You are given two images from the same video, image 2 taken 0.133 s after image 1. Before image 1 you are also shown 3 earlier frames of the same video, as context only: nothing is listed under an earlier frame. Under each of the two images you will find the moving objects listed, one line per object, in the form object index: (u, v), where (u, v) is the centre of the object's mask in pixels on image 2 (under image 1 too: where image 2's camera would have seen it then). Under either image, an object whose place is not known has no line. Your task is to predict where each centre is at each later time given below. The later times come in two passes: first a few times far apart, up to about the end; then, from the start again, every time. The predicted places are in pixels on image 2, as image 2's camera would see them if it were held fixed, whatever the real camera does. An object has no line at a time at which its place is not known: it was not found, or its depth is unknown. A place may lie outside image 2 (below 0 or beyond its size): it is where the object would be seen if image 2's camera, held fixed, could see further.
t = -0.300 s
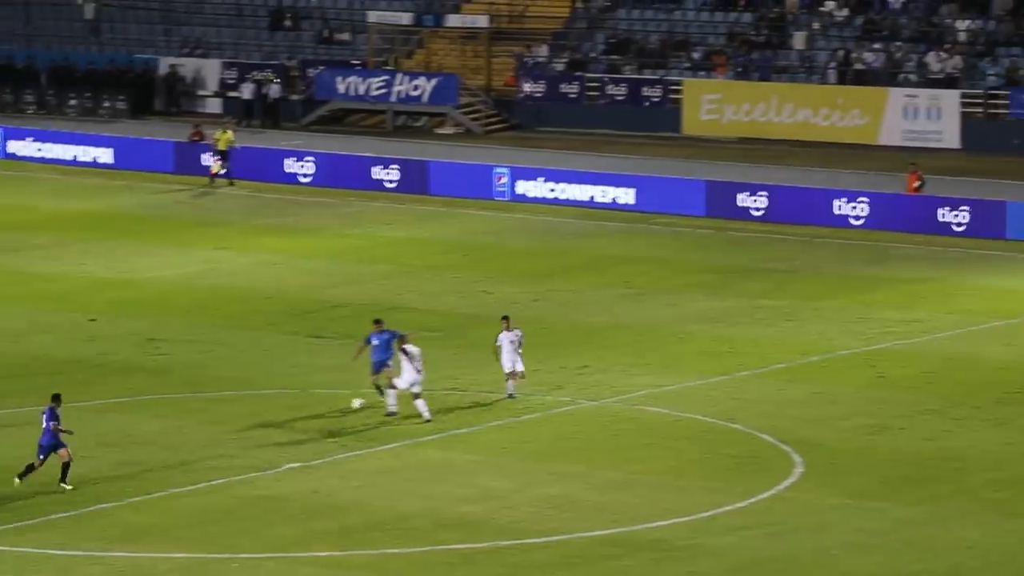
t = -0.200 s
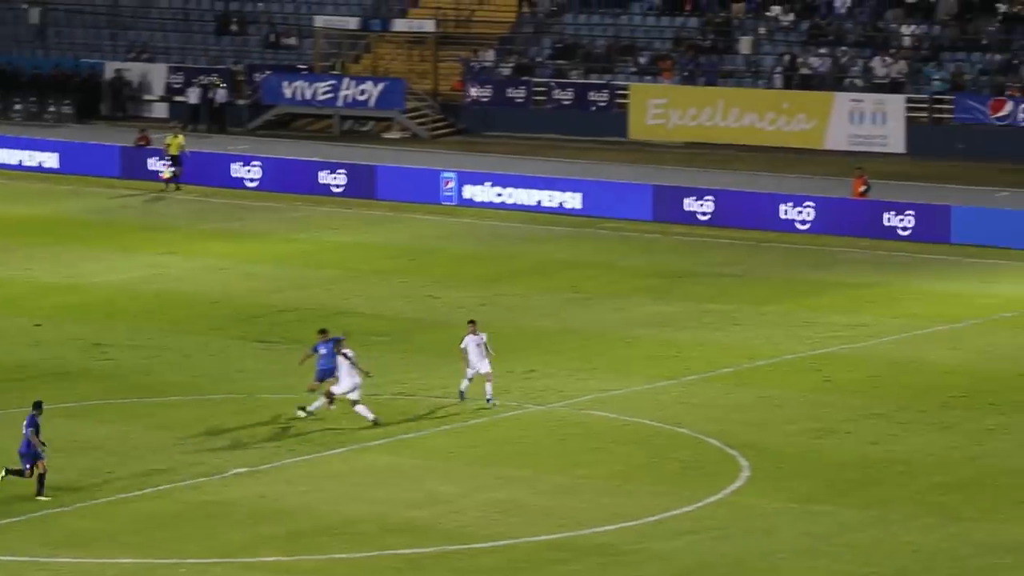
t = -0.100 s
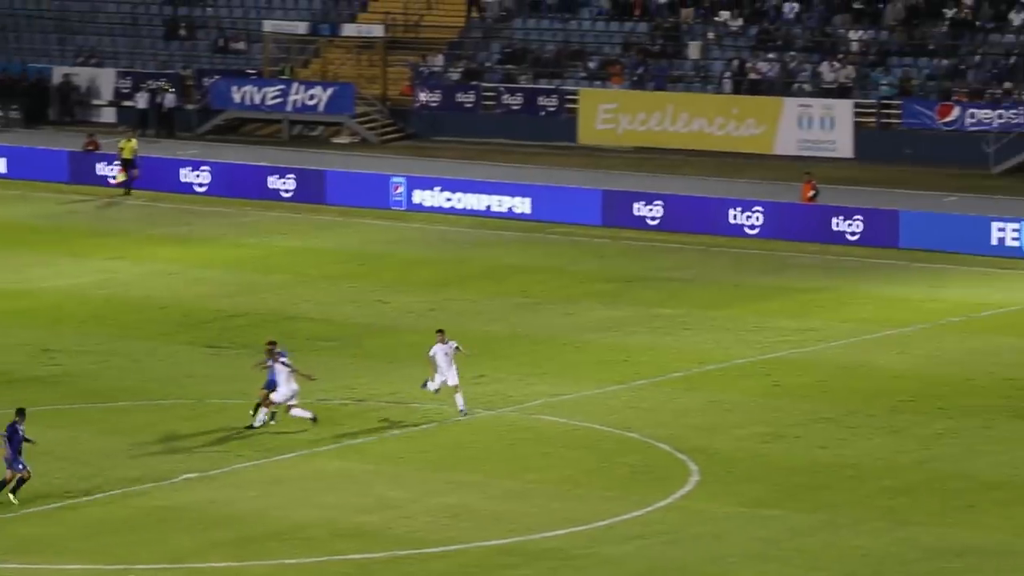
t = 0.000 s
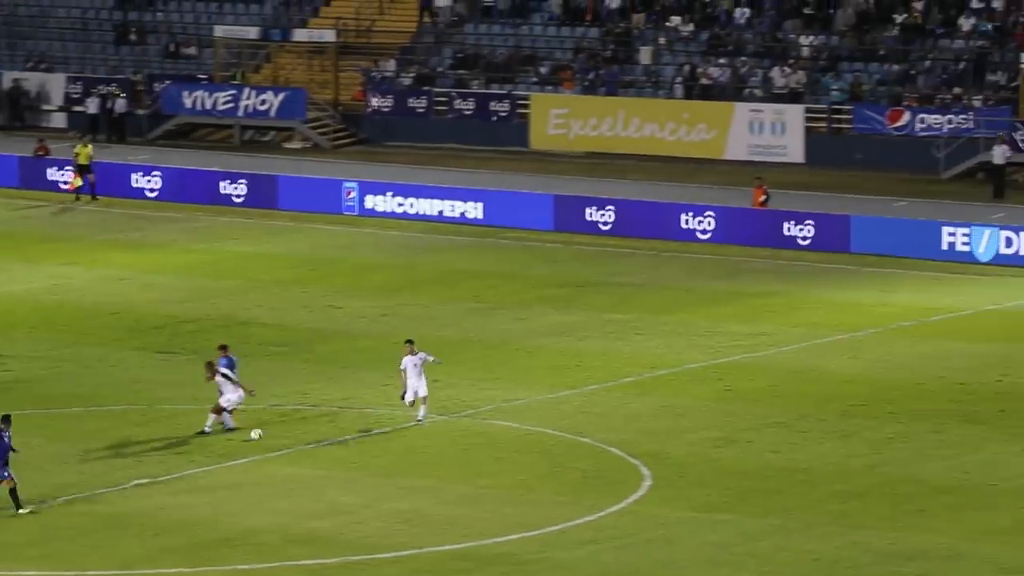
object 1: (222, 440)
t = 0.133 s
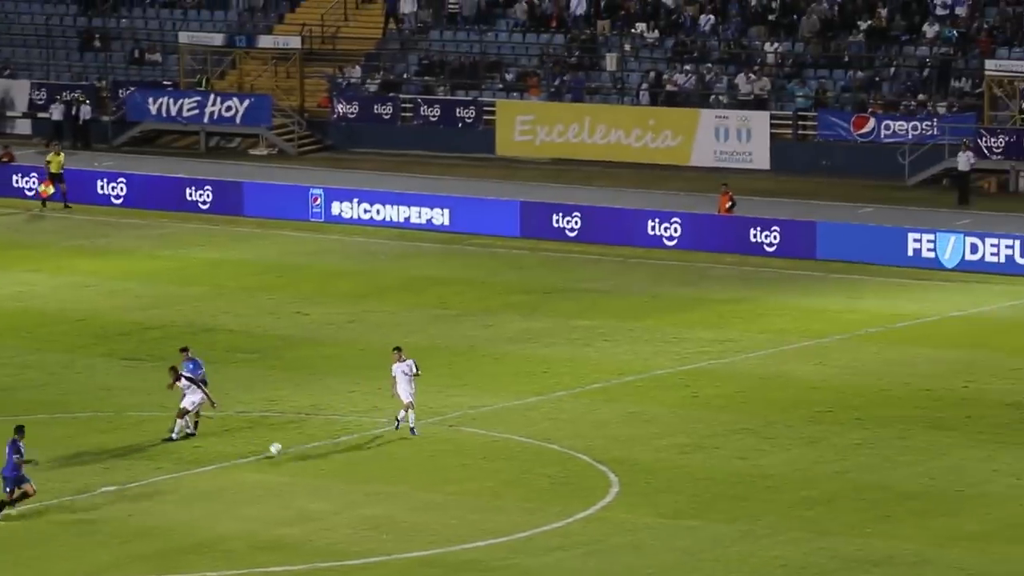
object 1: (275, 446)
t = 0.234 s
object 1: (314, 454)
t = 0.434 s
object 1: (384, 466)
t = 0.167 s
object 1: (289, 450)
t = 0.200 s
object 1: (302, 451)
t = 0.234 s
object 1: (314, 454)
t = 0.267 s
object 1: (326, 456)
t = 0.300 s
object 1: (338, 457)
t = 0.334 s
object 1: (350, 461)
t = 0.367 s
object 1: (362, 465)
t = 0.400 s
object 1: (373, 466)
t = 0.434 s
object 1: (384, 466)
